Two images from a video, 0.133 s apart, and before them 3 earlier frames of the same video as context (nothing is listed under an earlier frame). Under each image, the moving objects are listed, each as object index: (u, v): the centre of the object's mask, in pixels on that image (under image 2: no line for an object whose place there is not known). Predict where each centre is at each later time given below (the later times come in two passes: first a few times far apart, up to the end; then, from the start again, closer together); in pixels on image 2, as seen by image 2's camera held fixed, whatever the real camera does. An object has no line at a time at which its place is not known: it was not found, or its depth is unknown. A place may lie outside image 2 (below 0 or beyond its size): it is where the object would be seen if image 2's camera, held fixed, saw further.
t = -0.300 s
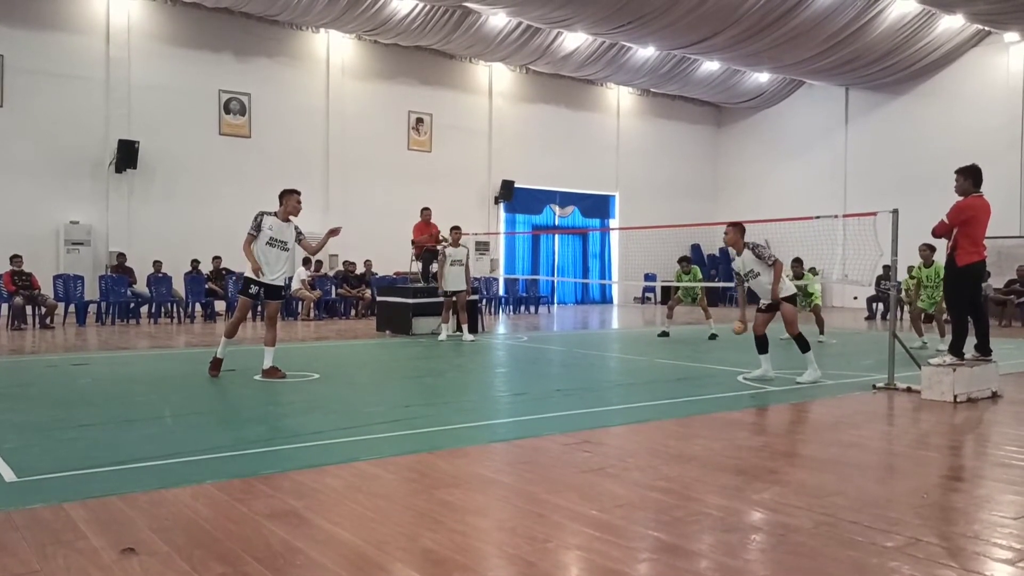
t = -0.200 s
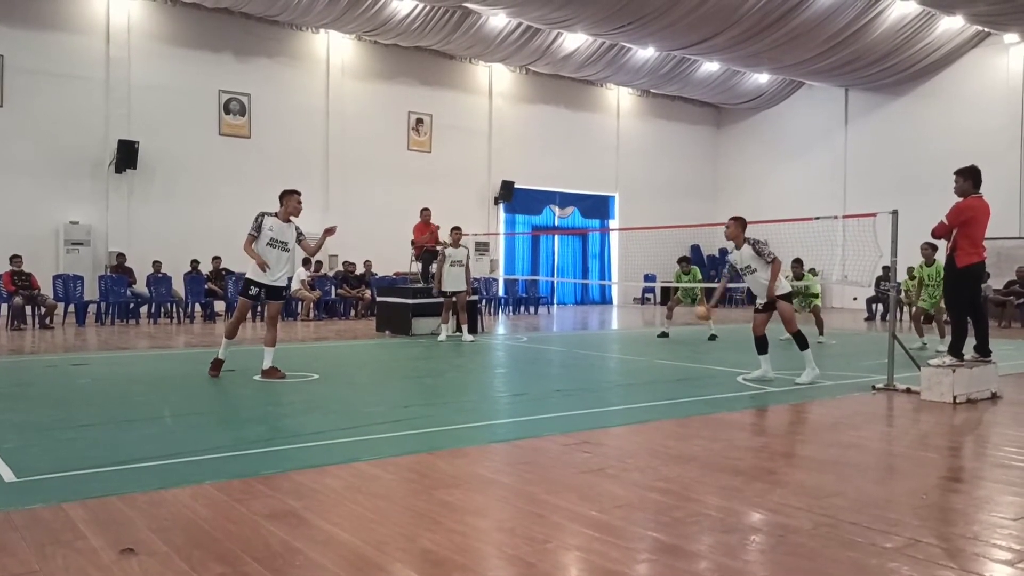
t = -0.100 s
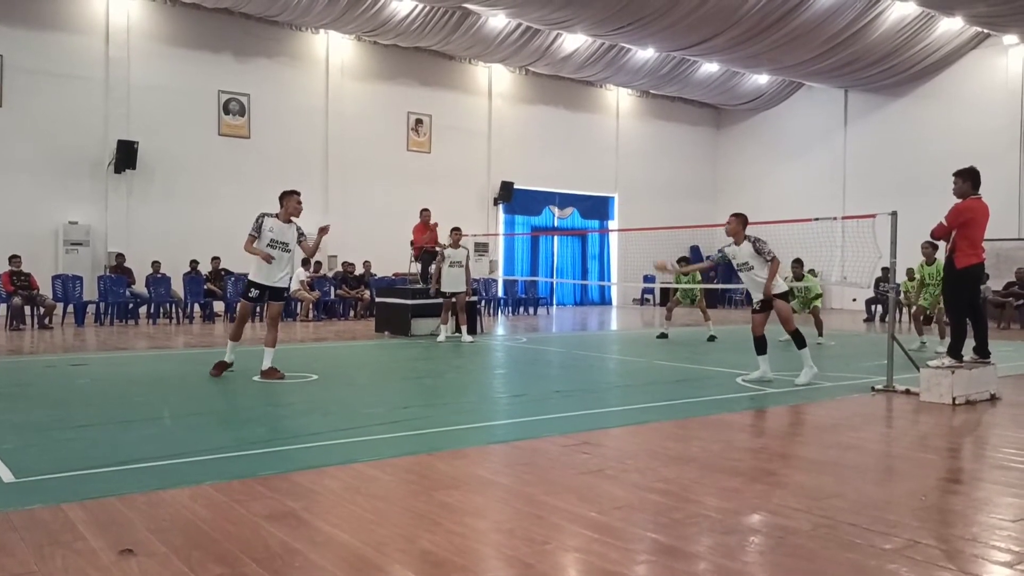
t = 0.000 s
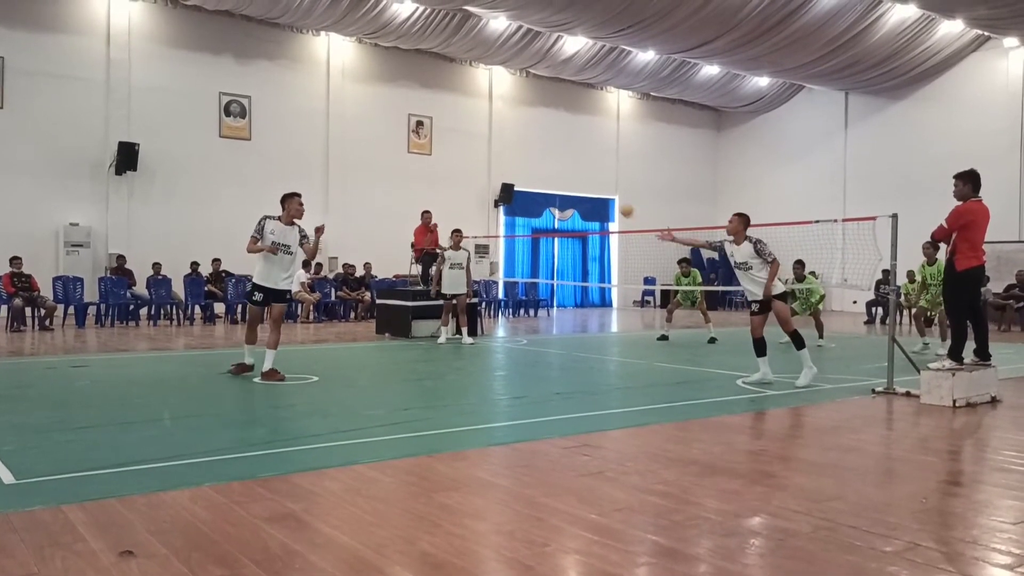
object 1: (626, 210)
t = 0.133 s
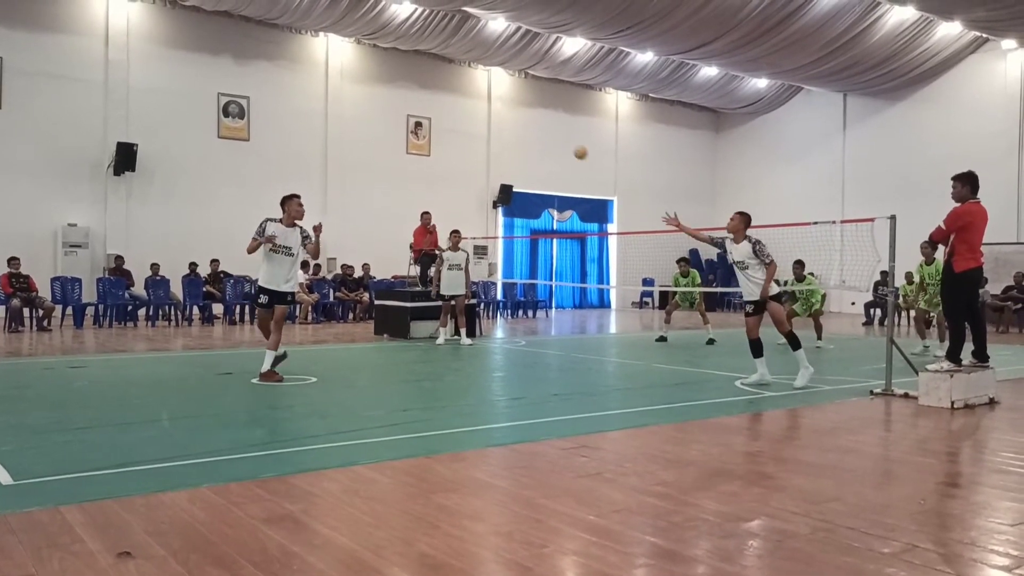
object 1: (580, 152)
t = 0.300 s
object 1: (524, 105)
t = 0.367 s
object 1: (501, 93)
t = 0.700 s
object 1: (385, 106)
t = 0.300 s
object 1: (524, 105)
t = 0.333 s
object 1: (512, 98)
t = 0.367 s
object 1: (501, 93)
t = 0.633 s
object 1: (409, 95)
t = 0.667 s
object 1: (397, 99)
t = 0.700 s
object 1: (385, 106)
